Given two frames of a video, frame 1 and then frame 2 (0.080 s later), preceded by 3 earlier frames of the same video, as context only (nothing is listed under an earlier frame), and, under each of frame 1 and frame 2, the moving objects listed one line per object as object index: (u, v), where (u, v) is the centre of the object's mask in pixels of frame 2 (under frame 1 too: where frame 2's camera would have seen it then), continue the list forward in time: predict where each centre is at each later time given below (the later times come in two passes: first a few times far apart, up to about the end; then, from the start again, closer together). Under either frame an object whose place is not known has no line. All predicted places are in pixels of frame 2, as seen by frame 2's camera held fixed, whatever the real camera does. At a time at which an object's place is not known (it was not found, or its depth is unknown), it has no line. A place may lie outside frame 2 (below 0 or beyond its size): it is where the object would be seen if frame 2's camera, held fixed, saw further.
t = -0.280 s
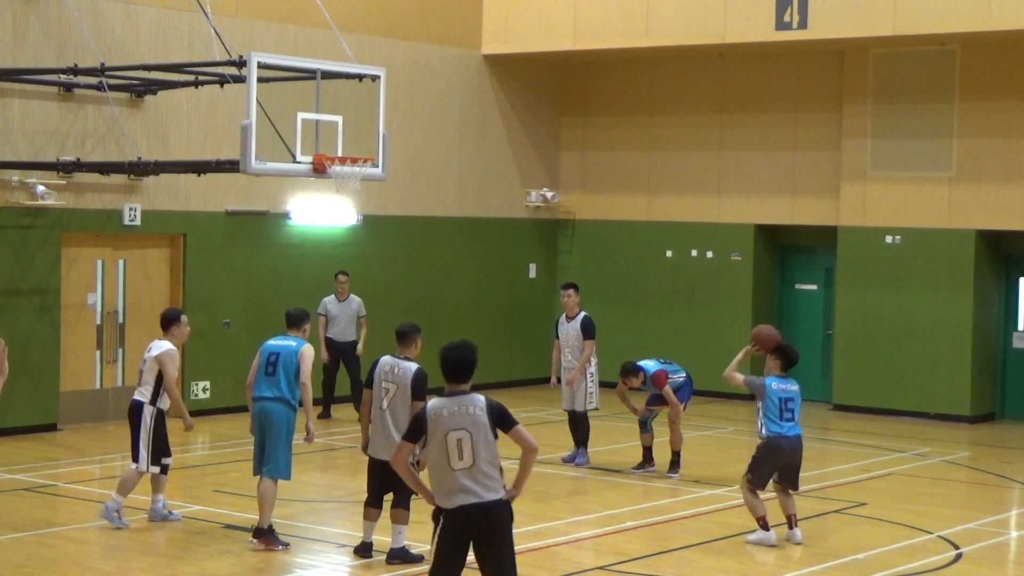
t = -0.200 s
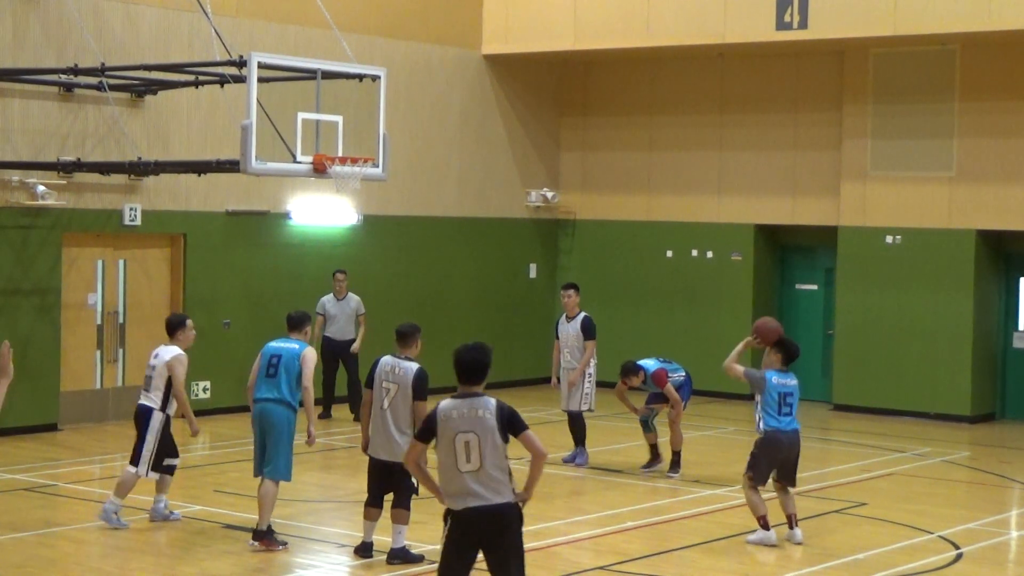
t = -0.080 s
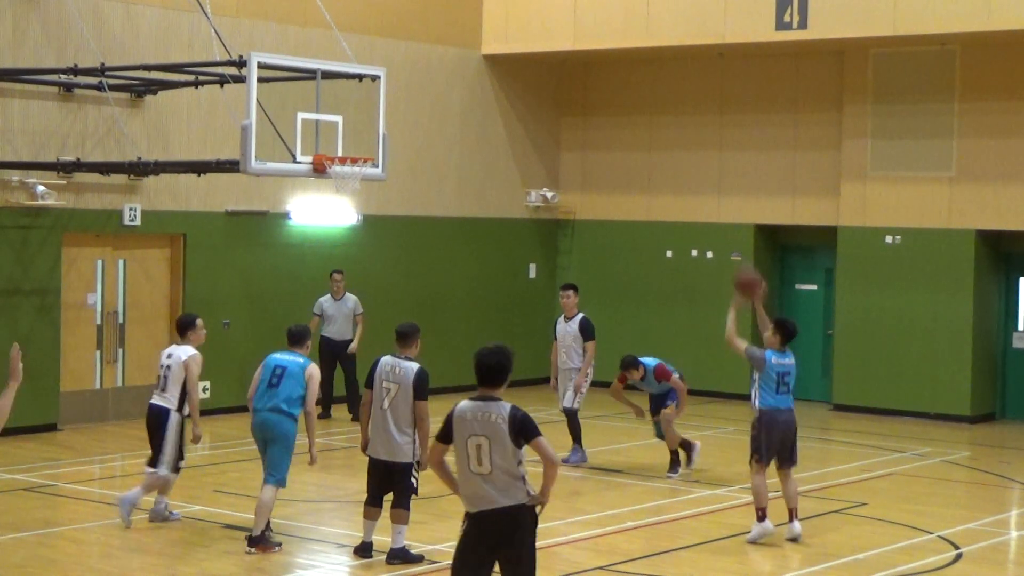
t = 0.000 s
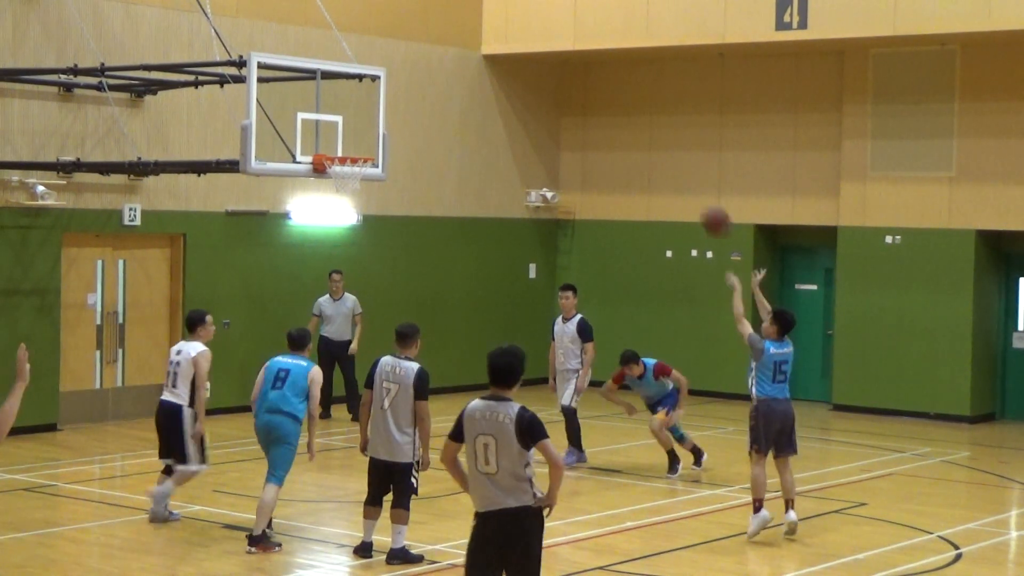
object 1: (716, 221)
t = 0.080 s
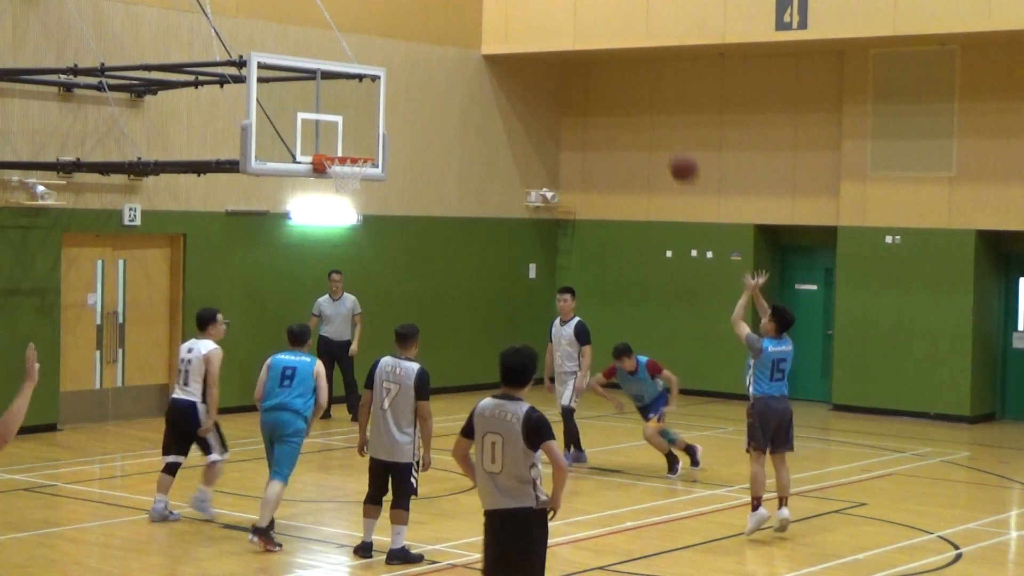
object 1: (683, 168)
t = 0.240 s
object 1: (621, 87)
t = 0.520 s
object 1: (518, 24)
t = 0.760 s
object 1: (436, 40)
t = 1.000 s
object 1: (359, 115)
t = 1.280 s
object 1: (365, 103)
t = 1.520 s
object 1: (401, 104)
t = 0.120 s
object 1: (667, 143)
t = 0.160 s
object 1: (651, 122)
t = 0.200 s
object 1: (637, 103)
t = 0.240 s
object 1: (621, 87)
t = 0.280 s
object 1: (606, 71)
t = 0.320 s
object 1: (592, 60)
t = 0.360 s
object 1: (576, 48)
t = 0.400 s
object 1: (561, 39)
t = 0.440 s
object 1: (547, 32)
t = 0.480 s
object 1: (532, 27)
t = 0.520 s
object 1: (518, 24)
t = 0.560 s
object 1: (504, 22)
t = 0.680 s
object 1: (463, 28)
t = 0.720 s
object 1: (450, 34)
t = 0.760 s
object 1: (436, 40)
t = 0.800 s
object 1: (423, 49)
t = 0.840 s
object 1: (410, 59)
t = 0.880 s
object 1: (397, 71)
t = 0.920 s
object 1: (385, 84)
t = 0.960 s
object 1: (371, 99)
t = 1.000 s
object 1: (359, 115)
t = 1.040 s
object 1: (347, 132)
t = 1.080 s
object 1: (336, 145)
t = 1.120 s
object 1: (340, 134)
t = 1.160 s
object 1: (347, 123)
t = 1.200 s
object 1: (353, 115)
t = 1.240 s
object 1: (359, 108)
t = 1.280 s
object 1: (365, 103)
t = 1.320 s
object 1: (371, 99)
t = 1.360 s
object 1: (377, 97)
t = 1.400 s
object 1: (383, 96)
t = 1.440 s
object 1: (389, 97)
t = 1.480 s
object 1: (395, 99)
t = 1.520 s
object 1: (401, 104)
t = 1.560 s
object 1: (407, 110)
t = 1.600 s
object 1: (413, 118)
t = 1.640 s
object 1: (419, 127)
